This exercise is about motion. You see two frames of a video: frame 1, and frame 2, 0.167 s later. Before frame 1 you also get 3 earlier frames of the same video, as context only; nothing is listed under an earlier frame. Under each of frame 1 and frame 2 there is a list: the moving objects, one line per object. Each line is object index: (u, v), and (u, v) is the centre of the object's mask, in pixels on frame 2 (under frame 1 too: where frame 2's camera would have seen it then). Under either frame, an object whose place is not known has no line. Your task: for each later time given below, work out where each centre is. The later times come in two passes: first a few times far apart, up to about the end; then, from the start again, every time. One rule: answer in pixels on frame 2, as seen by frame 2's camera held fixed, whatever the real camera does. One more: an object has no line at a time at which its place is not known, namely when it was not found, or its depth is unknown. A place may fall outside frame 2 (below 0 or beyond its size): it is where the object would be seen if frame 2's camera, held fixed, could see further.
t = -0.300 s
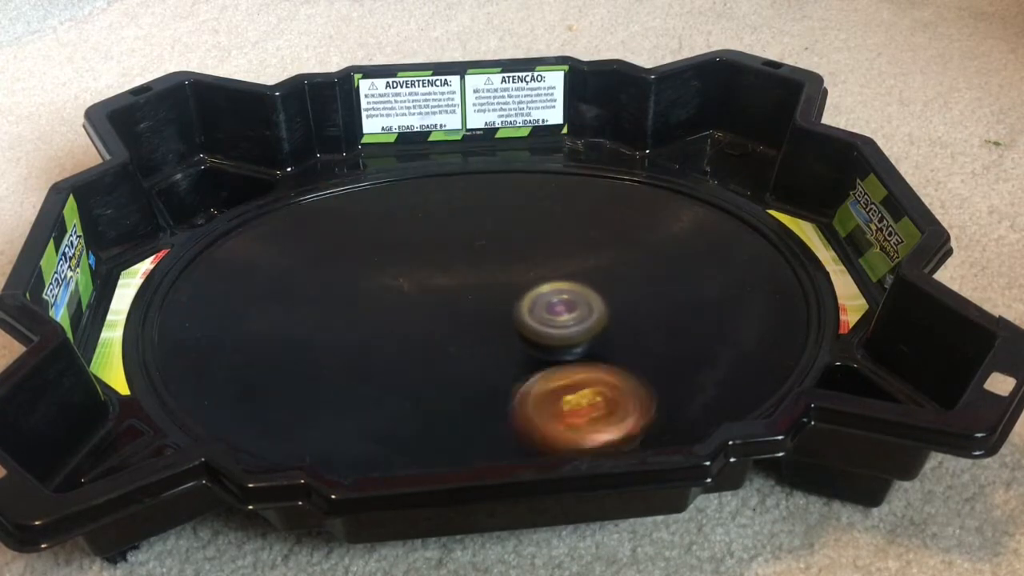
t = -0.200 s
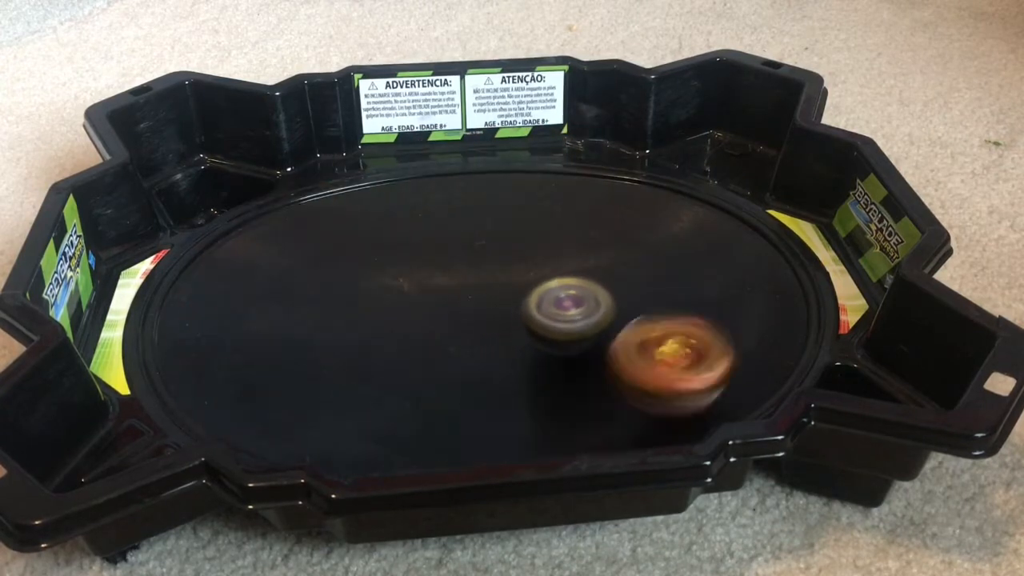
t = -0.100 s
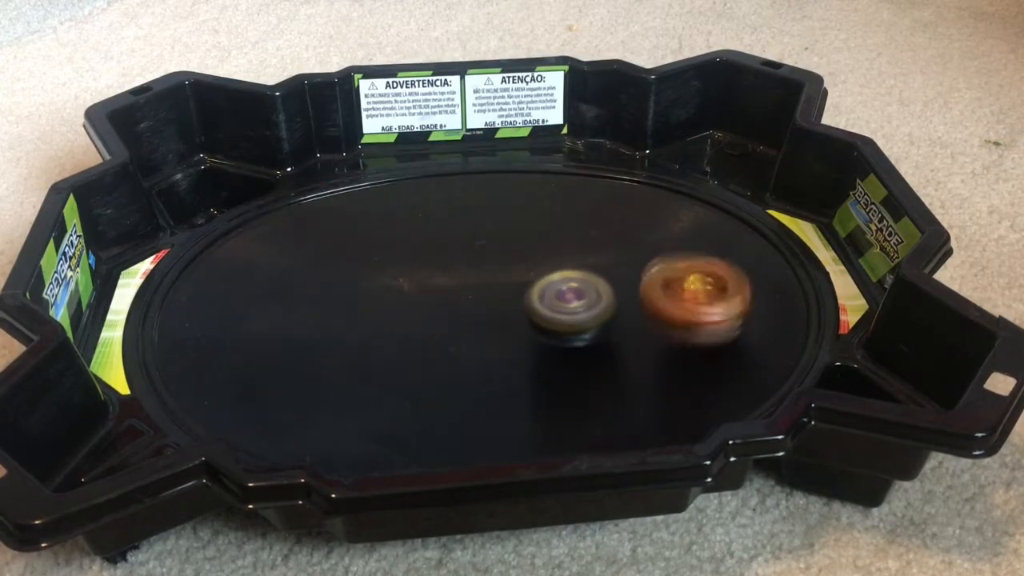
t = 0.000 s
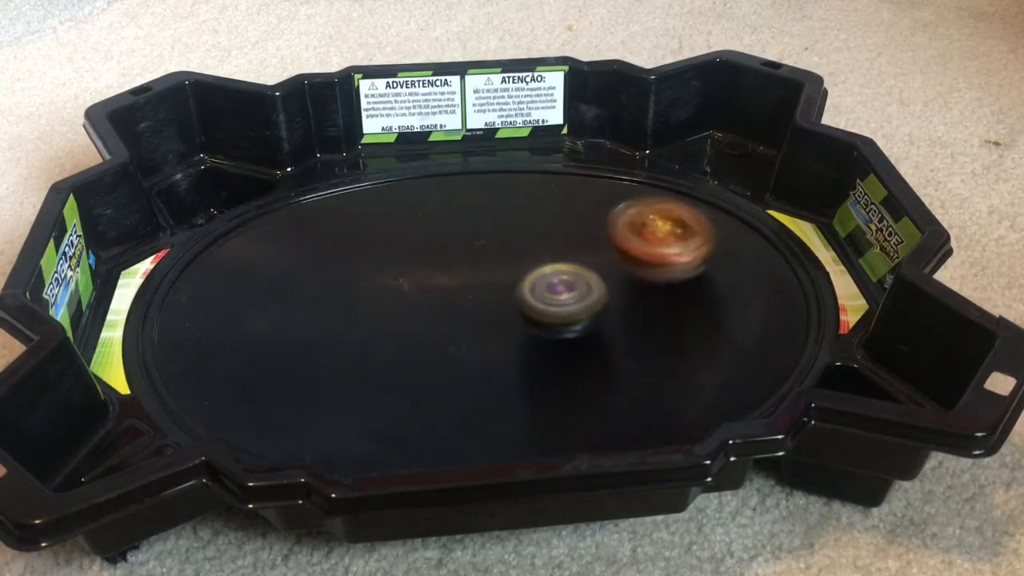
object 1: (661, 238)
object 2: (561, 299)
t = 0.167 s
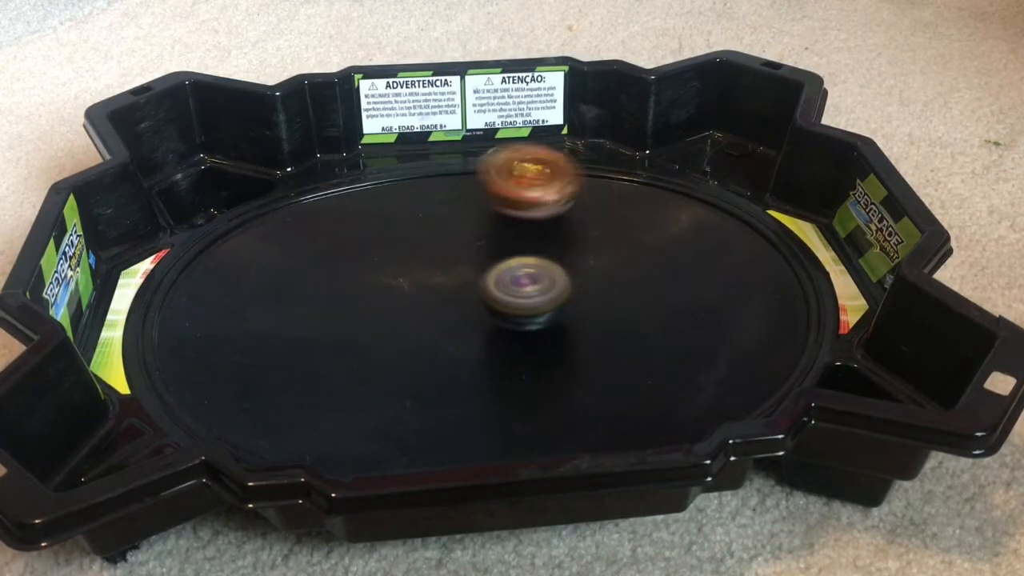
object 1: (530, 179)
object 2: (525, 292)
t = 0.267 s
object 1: (434, 174)
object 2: (503, 295)
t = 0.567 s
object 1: (225, 290)
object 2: (442, 306)
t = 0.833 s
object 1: (422, 413)
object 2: (408, 319)
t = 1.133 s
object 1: (698, 303)
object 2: (421, 328)
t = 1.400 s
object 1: (587, 178)
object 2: (454, 316)
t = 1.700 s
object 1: (332, 229)
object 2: (466, 288)
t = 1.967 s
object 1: (320, 384)
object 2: (462, 279)
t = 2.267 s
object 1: (629, 381)
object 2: (461, 291)
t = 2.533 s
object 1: (636, 239)
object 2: (480, 299)
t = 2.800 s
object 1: (423, 191)
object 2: (490, 312)
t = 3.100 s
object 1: (254, 307)
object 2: (497, 327)
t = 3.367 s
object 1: (453, 402)
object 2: (509, 324)
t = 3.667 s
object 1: (672, 291)
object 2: (496, 316)
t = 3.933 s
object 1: (552, 189)
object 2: (464, 308)
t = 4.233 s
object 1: (332, 255)
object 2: (433, 295)
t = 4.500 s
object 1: (370, 389)
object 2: (417, 302)
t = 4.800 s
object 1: (635, 353)
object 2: (437, 313)
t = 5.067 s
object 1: (588, 230)
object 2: (460, 310)
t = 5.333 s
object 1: (388, 209)
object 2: (476, 311)
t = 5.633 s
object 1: (293, 335)
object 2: (487, 318)
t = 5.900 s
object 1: (512, 388)
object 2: (498, 316)
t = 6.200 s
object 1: (652, 266)
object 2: (510, 318)
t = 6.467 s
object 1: (503, 200)
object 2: (494, 313)
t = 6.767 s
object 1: (330, 288)
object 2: (472, 307)
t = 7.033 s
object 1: (423, 395)
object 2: (455, 300)
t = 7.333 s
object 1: (624, 322)
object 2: (438, 294)
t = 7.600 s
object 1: (534, 220)
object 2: (429, 304)
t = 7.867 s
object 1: (354, 230)
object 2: (443, 313)
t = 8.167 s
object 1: (356, 360)
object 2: (457, 316)
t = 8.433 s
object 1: (571, 364)
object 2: (457, 318)
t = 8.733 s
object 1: (619, 245)
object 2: (462, 325)
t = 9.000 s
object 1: (454, 219)
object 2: (470, 323)
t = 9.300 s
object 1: (331, 322)
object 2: (464, 316)
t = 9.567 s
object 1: (476, 389)
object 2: (451, 307)
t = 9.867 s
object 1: (598, 289)
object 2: (438, 305)
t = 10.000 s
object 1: (557, 240)
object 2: (435, 306)
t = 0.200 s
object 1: (499, 176)
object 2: (517, 293)
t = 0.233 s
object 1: (467, 174)
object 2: (510, 294)
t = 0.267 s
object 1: (434, 174)
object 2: (503, 295)
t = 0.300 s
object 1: (403, 176)
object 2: (497, 297)
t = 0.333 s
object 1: (370, 181)
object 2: (490, 298)
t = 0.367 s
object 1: (340, 189)
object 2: (484, 300)
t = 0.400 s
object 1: (311, 199)
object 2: (477, 301)
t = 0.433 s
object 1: (285, 213)
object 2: (470, 302)
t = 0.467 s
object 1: (262, 228)
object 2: (463, 304)
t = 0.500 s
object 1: (245, 247)
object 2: (456, 305)
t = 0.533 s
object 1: (232, 268)
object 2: (449, 305)
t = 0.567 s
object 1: (225, 290)
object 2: (442, 306)
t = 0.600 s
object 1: (226, 313)
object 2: (435, 307)
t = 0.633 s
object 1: (234, 334)
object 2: (429, 308)
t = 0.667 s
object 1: (252, 357)
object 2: (423, 310)
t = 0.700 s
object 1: (274, 375)
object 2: (418, 311)
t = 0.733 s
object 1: (305, 390)
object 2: (414, 314)
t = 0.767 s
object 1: (341, 403)
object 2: (412, 315)
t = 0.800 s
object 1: (380, 410)
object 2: (409, 317)
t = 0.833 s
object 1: (422, 413)
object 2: (408, 319)
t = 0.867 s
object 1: (465, 413)
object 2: (407, 321)
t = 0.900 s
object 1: (507, 408)
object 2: (407, 323)
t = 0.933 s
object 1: (549, 400)
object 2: (407, 324)
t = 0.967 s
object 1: (586, 391)
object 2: (408, 326)
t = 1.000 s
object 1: (620, 377)
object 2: (409, 327)
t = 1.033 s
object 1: (649, 361)
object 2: (412, 327)
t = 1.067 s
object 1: (672, 344)
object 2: (414, 328)
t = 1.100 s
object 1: (688, 324)
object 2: (417, 328)
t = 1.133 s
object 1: (698, 303)
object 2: (421, 328)
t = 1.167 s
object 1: (703, 283)
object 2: (425, 328)
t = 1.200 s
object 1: (701, 263)
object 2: (429, 327)
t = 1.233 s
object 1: (693, 244)
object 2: (433, 326)
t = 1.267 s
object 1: (680, 226)
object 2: (438, 324)
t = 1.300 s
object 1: (662, 211)
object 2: (443, 323)
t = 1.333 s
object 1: (640, 197)
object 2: (447, 321)
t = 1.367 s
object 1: (615, 186)
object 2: (452, 318)
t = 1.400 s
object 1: (587, 178)
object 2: (454, 316)
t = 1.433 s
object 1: (559, 173)
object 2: (457, 313)
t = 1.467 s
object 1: (528, 172)
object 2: (459, 309)
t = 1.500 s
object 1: (497, 173)
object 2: (459, 306)
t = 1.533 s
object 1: (467, 176)
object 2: (461, 303)
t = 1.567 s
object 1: (437, 182)
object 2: (461, 300)
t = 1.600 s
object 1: (408, 191)
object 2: (462, 297)
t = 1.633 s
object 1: (381, 201)
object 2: (463, 294)
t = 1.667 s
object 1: (354, 215)
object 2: (464, 291)
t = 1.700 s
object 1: (332, 229)
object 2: (466, 288)
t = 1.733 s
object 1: (313, 246)
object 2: (467, 285)
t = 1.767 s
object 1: (298, 265)
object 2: (467, 283)
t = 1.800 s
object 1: (286, 285)
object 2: (468, 281)
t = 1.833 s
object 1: (280, 306)
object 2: (467, 280)
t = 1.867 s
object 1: (282, 327)
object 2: (466, 279)
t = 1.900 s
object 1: (288, 348)
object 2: (465, 279)
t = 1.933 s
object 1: (301, 367)
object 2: (463, 279)
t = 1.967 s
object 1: (320, 384)
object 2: (462, 279)
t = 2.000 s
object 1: (346, 398)
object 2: (461, 279)
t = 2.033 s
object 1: (378, 409)
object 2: (460, 280)
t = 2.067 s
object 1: (413, 415)
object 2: (459, 282)
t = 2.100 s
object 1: (451, 416)
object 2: (458, 283)
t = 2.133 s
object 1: (490, 415)
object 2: (458, 285)
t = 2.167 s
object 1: (530, 411)
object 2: (458, 286)
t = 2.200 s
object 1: (568, 406)
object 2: (458, 288)
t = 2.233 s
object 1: (601, 395)
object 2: (460, 289)
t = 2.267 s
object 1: (629, 381)
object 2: (461, 291)
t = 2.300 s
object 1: (651, 364)
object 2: (464, 292)
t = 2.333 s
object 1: (668, 345)
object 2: (466, 293)
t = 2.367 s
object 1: (677, 326)
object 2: (469, 294)
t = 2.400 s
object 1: (680, 307)
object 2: (471, 295)
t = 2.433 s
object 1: (676, 289)
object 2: (473, 296)
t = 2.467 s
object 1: (668, 271)
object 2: (476, 297)
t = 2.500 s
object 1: (653, 253)
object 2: (478, 298)
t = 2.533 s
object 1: (636, 239)
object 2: (480, 299)
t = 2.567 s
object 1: (615, 225)
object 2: (482, 301)
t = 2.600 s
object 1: (591, 214)
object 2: (484, 302)
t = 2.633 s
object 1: (566, 205)
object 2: (485, 304)
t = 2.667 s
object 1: (540, 198)
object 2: (486, 306)
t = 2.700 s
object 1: (512, 193)
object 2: (488, 307)
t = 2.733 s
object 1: (482, 190)
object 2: (488, 309)
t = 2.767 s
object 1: (453, 189)
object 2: (489, 311)
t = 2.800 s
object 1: (423, 191)
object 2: (490, 312)
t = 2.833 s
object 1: (395, 195)
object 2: (491, 314)
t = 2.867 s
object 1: (366, 202)
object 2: (491, 316)
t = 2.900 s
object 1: (340, 210)
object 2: (491, 318)
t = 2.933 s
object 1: (315, 221)
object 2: (491, 320)
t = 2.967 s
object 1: (294, 235)
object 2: (491, 322)
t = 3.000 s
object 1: (277, 250)
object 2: (492, 324)
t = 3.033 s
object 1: (264, 268)
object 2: (493, 325)
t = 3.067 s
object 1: (256, 287)
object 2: (495, 326)
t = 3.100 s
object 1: (254, 307)
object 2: (497, 327)
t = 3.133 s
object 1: (260, 326)
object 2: (499, 328)
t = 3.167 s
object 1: (273, 346)
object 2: (501, 328)
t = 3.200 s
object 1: (293, 363)
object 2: (503, 328)
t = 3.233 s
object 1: (317, 379)
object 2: (504, 328)
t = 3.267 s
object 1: (346, 390)
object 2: (506, 328)
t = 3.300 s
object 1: (379, 397)
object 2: (507, 327)
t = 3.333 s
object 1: (416, 401)
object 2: (507, 327)
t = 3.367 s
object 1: (453, 402)
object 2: (509, 324)
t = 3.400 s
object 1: (491, 399)
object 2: (509, 320)
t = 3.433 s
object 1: (528, 393)
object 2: (509, 317)
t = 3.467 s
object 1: (561, 384)
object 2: (508, 316)
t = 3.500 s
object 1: (591, 374)
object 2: (507, 320)
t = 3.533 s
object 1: (618, 360)
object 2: (507, 320)
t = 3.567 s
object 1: (639, 344)
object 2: (506, 319)
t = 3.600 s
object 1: (655, 328)
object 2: (503, 318)
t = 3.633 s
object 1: (666, 310)
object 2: (500, 317)
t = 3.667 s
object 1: (672, 291)
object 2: (496, 316)
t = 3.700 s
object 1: (672, 274)
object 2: (492, 315)
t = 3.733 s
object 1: (667, 256)
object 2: (488, 314)
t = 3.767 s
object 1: (657, 240)
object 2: (484, 313)
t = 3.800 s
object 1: (642, 225)
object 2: (479, 312)
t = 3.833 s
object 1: (624, 212)
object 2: (476, 311)
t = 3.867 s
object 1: (602, 202)
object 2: (471, 310)
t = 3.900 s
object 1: (578, 194)
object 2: (467, 309)
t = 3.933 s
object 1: (552, 189)
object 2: (464, 308)
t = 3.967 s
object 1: (525, 187)
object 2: (460, 306)
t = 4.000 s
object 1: (497, 187)
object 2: (457, 305)
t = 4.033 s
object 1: (470, 190)
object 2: (453, 303)
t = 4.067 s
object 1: (443, 196)
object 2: (450, 302)
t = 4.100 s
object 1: (417, 203)
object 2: (446, 300)
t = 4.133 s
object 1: (392, 213)
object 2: (443, 299)
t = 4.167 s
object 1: (368, 226)
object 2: (440, 297)
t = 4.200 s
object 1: (349, 239)
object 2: (437, 296)
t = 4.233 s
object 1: (332, 255)
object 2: (433, 295)
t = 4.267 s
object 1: (318, 272)
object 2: (430, 295)
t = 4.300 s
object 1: (311, 290)
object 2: (426, 296)
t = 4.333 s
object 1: (307, 308)
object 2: (423, 297)
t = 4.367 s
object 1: (308, 327)
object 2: (421, 298)
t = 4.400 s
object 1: (315, 345)
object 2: (419, 298)
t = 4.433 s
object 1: (327, 362)
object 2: (418, 299)
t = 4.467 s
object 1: (345, 377)
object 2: (417, 301)
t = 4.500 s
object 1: (370, 389)
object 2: (417, 302)
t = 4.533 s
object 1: (398, 399)
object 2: (418, 303)
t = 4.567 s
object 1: (431, 405)
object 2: (419, 304)
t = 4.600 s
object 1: (463, 407)
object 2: (420, 305)
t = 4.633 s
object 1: (498, 406)
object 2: (421, 306)
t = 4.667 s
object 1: (532, 401)
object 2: (424, 307)
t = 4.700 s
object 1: (564, 392)
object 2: (426, 309)
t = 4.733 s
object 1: (593, 381)
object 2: (429, 310)
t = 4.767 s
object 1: (617, 369)
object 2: (433, 312)
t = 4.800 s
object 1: (635, 353)
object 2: (437, 313)
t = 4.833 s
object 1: (647, 336)
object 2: (441, 313)
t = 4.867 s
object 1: (653, 319)
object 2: (445, 313)
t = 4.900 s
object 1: (653, 302)
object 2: (449, 312)
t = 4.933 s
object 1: (648, 285)
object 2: (451, 312)
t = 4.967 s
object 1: (639, 269)
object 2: (454, 311)
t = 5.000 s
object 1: (625, 254)
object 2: (455, 311)
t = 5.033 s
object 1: (608, 241)
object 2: (458, 310)
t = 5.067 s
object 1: (588, 230)
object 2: (460, 310)
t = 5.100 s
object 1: (566, 220)
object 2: (461, 310)
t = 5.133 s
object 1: (543, 212)
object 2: (464, 310)
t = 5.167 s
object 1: (519, 206)
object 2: (466, 310)
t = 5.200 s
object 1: (493, 202)
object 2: (468, 310)
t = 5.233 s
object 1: (468, 201)
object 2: (470, 310)
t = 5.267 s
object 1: (441, 201)
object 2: (472, 310)
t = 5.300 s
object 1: (414, 204)
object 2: (474, 310)
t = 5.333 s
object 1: (388, 209)
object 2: (476, 311)
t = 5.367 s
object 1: (365, 215)
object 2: (478, 311)
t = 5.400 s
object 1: (342, 224)
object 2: (480, 312)
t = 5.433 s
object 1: (321, 236)
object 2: (481, 313)
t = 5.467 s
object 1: (304, 250)
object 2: (483, 313)
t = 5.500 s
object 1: (291, 265)
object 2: (484, 314)
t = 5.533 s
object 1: (282, 283)
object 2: (485, 315)
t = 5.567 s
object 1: (280, 301)
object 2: (486, 316)
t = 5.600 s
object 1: (283, 318)
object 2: (487, 317)
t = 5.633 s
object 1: (293, 335)
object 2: (487, 318)
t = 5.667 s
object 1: (308, 351)
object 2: (488, 319)
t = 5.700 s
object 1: (329, 365)
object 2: (488, 320)
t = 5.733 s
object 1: (354, 377)
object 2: (489, 321)
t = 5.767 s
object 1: (383, 384)
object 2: (490, 322)
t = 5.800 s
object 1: (415, 389)
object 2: (492, 323)
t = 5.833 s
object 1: (446, 391)
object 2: (495, 320)
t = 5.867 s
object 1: (480, 391)
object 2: (496, 317)
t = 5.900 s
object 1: (512, 388)
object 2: (498, 316)
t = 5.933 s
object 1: (544, 381)
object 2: (498, 316)
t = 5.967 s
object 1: (572, 371)
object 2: (500, 317)
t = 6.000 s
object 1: (596, 360)
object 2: (503, 323)
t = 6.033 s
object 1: (618, 347)
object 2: (505, 324)
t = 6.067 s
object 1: (634, 332)
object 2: (507, 323)
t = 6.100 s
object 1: (646, 316)
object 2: (508, 322)
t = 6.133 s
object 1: (653, 299)
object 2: (509, 321)
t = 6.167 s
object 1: (655, 283)
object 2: (509, 320)
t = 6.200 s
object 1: (652, 266)
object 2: (510, 318)
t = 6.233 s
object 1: (645, 251)
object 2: (509, 317)
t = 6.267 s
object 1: (632, 237)
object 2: (508, 317)
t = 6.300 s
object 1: (617, 225)
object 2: (506, 316)
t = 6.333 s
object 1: (598, 216)
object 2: (504, 315)
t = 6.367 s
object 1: (577, 208)
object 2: (502, 315)
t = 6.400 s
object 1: (555, 202)
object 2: (499, 314)
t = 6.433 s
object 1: (529, 199)
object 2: (497, 314)
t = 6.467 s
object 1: (503, 200)
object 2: (494, 313)
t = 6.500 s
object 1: (478, 203)
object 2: (491, 313)
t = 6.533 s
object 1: (454, 206)
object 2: (489, 312)
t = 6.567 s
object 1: (429, 213)
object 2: (486, 311)
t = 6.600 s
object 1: (406, 221)
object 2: (484, 311)
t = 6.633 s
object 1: (386, 232)
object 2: (481, 310)
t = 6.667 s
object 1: (368, 244)
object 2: (479, 309)
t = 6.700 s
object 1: (351, 258)
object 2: (476, 308)
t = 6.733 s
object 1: (339, 273)
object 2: (474, 308)
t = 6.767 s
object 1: (330, 288)
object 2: (472, 307)
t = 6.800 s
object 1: (325, 305)
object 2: (470, 306)
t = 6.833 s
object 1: (324, 322)
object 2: (468, 305)
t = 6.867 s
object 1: (327, 338)
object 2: (466, 304)
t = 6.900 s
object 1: (337, 354)
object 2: (464, 303)
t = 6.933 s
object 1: (352, 368)
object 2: (462, 303)
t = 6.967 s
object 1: (371, 379)
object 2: (460, 302)
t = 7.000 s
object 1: (396, 388)
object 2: (457, 301)
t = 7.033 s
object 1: (423, 395)
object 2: (455, 300)
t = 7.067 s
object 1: (453, 399)
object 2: (454, 299)
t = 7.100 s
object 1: (485, 398)
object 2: (452, 298)
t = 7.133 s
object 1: (514, 394)
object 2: (450, 297)
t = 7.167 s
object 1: (543, 387)
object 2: (448, 296)
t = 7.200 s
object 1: (569, 377)
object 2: (446, 295)
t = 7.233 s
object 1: (590, 366)
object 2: (444, 294)
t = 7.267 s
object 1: (607, 352)
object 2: (443, 293)
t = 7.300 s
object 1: (619, 337)
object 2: (441, 293)
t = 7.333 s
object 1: (624, 322)
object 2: (438, 294)
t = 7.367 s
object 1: (626, 307)
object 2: (436, 294)
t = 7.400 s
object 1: (623, 290)
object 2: (434, 295)
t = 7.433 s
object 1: (615, 276)
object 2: (432, 296)
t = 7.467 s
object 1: (605, 263)
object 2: (430, 298)
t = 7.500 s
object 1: (590, 250)
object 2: (429, 299)
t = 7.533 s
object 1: (574, 238)
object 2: (429, 301)
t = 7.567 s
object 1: (555, 228)
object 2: (429, 302)
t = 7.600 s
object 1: (534, 220)
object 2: (429, 304)
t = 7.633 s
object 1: (513, 215)
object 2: (429, 305)
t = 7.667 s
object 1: (492, 210)
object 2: (430, 307)
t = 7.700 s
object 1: (467, 208)
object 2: (432, 309)
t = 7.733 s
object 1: (443, 208)
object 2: (434, 310)
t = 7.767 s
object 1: (419, 210)
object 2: (436, 311)
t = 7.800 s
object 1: (396, 214)
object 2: (439, 312)
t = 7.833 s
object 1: (375, 221)
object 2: (441, 312)
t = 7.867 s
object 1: (354, 230)
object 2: (443, 313)
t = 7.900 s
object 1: (337, 241)
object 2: (444, 313)
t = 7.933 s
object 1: (323, 255)
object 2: (446, 313)
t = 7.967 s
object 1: (313, 270)
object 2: (447, 314)
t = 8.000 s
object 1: (308, 286)
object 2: (449, 314)
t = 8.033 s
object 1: (308, 302)
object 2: (450, 314)
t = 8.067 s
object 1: (311, 318)
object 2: (454, 315)
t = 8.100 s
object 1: (321, 334)
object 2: (455, 316)
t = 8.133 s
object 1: (337, 348)
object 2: (456, 316)
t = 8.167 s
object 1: (356, 360)
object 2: (457, 316)
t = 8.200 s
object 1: (377, 369)
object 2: (459, 315)
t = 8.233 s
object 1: (402, 376)
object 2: (460, 312)
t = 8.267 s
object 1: (432, 382)
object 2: (460, 309)
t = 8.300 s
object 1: (460, 383)
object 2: (458, 309)
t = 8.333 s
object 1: (488, 382)
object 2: (457, 310)
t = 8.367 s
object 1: (518, 378)
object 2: (457, 312)
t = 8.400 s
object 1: (546, 372)
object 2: (457, 318)
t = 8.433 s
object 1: (571, 364)
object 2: (457, 318)
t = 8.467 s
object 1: (593, 354)
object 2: (457, 319)
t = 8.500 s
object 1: (612, 342)
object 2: (457, 320)
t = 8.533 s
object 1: (627, 328)
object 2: (457, 321)
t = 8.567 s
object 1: (637, 316)
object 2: (457, 321)
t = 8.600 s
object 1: (643, 300)
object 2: (457, 322)
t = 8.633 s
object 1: (643, 286)
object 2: (458, 323)
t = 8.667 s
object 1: (640, 271)
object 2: (459, 324)
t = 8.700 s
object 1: (632, 257)
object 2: (460, 324)
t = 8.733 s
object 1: (619, 245)
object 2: (462, 325)
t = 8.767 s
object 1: (605, 235)
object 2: (463, 325)
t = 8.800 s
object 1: (588, 227)
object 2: (465, 325)
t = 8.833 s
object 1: (566, 219)
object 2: (466, 325)
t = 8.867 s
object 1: (545, 216)
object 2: (467, 325)
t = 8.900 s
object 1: (522, 213)
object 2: (468, 325)
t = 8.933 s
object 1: (499, 213)
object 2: (469, 324)
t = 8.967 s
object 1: (476, 215)
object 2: (470, 324)
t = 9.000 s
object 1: (454, 219)
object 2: (470, 323)
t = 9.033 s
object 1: (431, 225)
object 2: (471, 322)
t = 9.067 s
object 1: (411, 233)
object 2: (471, 321)
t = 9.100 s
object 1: (391, 242)
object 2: (471, 321)
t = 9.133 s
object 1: (374, 253)
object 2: (470, 320)
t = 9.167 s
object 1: (359, 265)
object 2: (469, 319)
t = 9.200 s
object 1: (347, 278)
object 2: (468, 318)
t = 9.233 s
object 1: (337, 292)
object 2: (467, 317)
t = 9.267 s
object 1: (332, 308)
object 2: (465, 316)
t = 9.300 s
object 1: (331, 322)
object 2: (464, 316)
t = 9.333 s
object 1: (335, 337)
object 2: (462, 315)
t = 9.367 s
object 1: (343, 352)
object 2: (460, 314)
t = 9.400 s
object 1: (356, 363)
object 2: (459, 313)
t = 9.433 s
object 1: (373, 373)
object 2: (458, 312)
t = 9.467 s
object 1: (395, 382)
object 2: (456, 311)
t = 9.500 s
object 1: (420, 387)
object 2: (455, 309)
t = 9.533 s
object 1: (448, 390)
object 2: (453, 307)
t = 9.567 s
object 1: (476, 389)
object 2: (451, 307)
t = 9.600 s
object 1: (501, 385)
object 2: (449, 308)
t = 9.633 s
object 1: (527, 378)
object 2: (447, 308)
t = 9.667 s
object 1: (550, 369)
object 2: (446, 308)
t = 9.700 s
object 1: (568, 359)
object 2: (444, 307)
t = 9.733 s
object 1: (583, 346)
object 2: (443, 307)
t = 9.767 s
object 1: (593, 332)
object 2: (441, 307)
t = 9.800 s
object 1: (598, 318)
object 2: (440, 306)
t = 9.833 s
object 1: (600, 303)
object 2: (439, 306)
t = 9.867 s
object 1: (598, 289)
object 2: (438, 305)
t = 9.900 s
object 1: (593, 276)
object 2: (437, 305)
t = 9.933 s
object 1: (583, 263)
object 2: (436, 305)
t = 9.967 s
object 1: (572, 251)
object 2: (435, 305)
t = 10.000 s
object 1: (557, 240)
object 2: (435, 306)
